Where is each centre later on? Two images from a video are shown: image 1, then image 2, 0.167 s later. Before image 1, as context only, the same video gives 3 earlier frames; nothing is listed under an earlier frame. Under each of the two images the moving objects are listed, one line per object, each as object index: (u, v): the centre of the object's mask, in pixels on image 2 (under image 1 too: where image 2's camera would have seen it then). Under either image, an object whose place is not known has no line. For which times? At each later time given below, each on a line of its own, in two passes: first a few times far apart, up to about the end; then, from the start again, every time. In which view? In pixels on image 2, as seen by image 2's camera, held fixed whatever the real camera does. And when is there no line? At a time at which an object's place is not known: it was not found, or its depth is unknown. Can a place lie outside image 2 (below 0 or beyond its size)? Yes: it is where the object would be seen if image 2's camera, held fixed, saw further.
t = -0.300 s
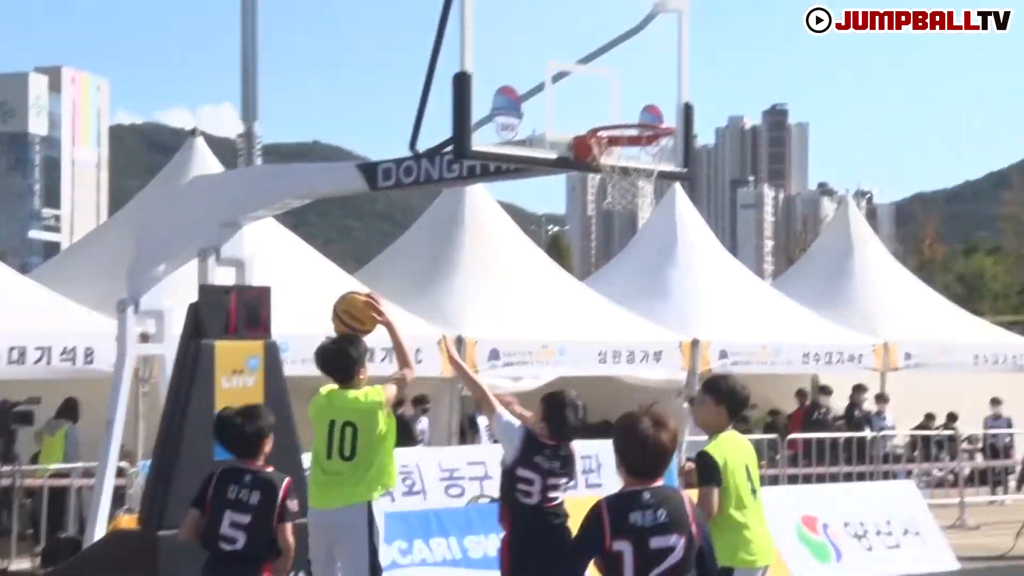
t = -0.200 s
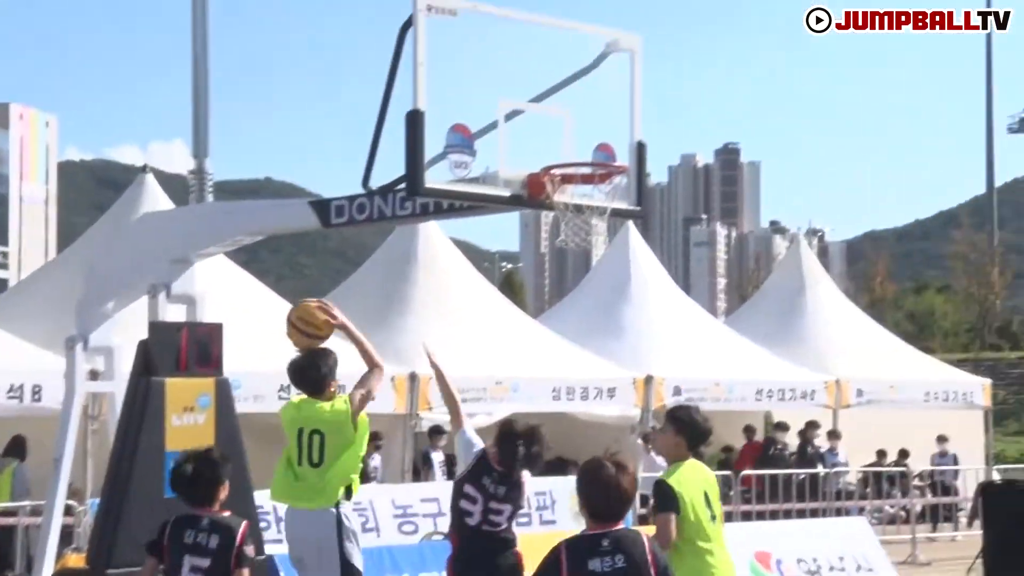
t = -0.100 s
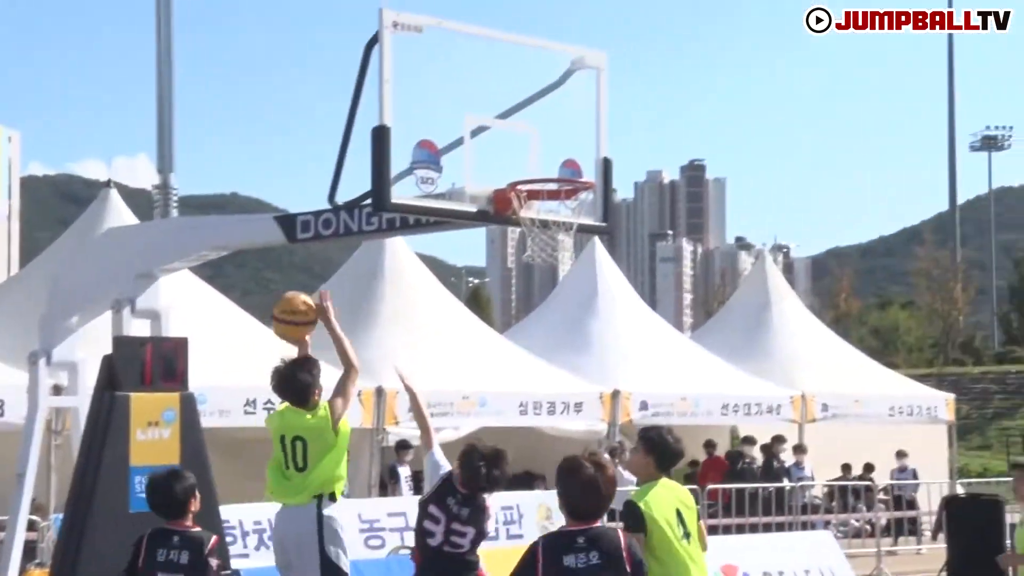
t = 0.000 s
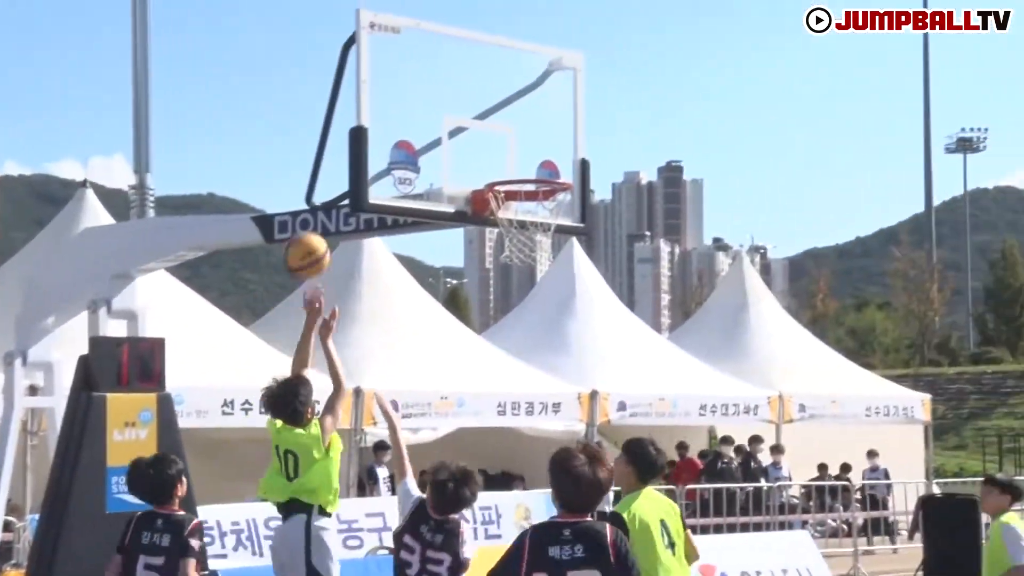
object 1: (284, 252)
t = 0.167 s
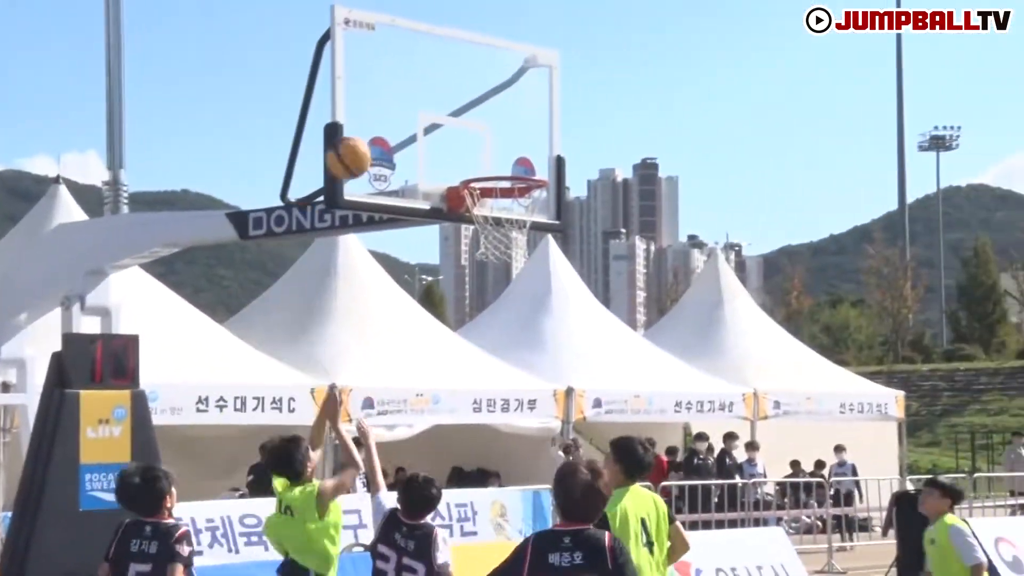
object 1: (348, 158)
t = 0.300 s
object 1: (398, 122)
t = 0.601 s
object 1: (497, 150)
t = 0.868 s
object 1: (540, 181)
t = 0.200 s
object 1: (362, 146)
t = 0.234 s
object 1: (373, 136)
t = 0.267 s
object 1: (386, 128)
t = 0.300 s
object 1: (398, 122)
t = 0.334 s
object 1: (409, 118)
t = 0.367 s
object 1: (421, 117)
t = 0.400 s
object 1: (432, 116)
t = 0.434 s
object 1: (443, 117)
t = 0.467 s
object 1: (454, 120)
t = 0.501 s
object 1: (465, 124)
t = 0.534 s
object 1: (476, 131)
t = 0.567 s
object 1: (486, 139)
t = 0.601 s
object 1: (497, 150)
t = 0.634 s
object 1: (508, 160)
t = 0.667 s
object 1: (515, 165)
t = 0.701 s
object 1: (518, 164)
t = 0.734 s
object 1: (521, 164)
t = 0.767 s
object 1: (525, 165)
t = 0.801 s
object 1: (528, 167)
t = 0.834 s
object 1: (530, 169)
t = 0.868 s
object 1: (540, 181)
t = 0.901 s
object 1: (540, 196)
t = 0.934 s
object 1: (543, 202)
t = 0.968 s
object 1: (551, 210)
